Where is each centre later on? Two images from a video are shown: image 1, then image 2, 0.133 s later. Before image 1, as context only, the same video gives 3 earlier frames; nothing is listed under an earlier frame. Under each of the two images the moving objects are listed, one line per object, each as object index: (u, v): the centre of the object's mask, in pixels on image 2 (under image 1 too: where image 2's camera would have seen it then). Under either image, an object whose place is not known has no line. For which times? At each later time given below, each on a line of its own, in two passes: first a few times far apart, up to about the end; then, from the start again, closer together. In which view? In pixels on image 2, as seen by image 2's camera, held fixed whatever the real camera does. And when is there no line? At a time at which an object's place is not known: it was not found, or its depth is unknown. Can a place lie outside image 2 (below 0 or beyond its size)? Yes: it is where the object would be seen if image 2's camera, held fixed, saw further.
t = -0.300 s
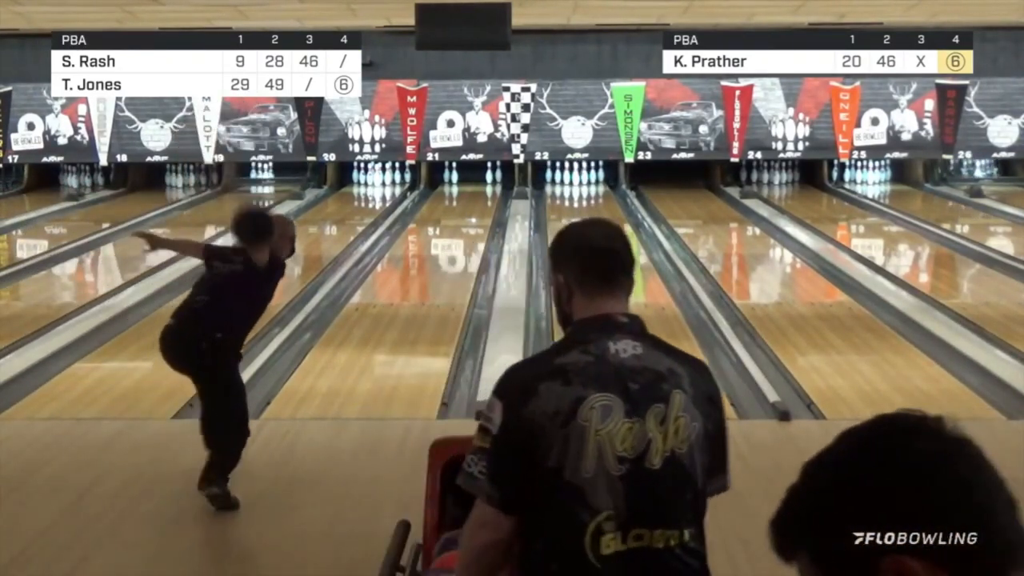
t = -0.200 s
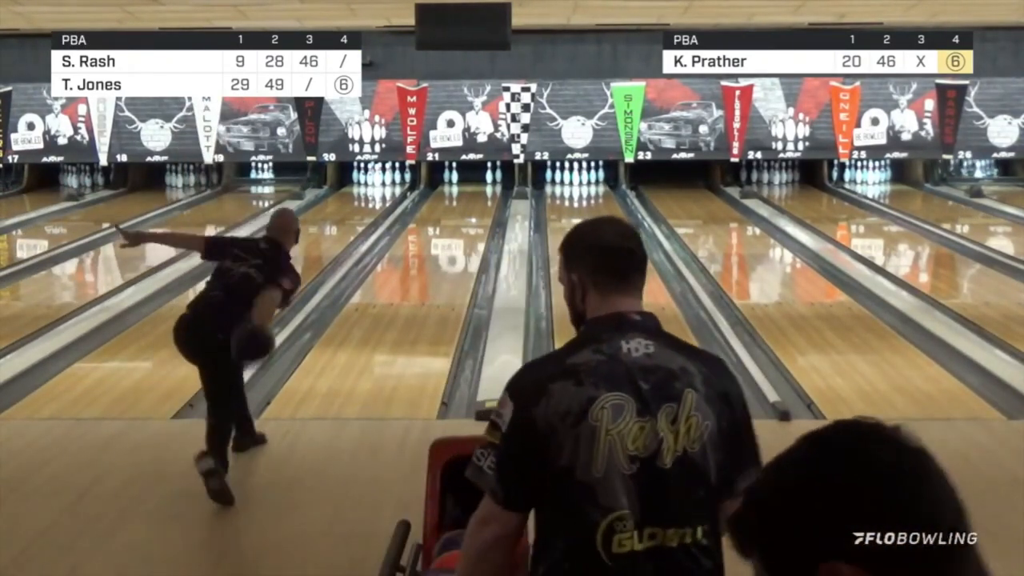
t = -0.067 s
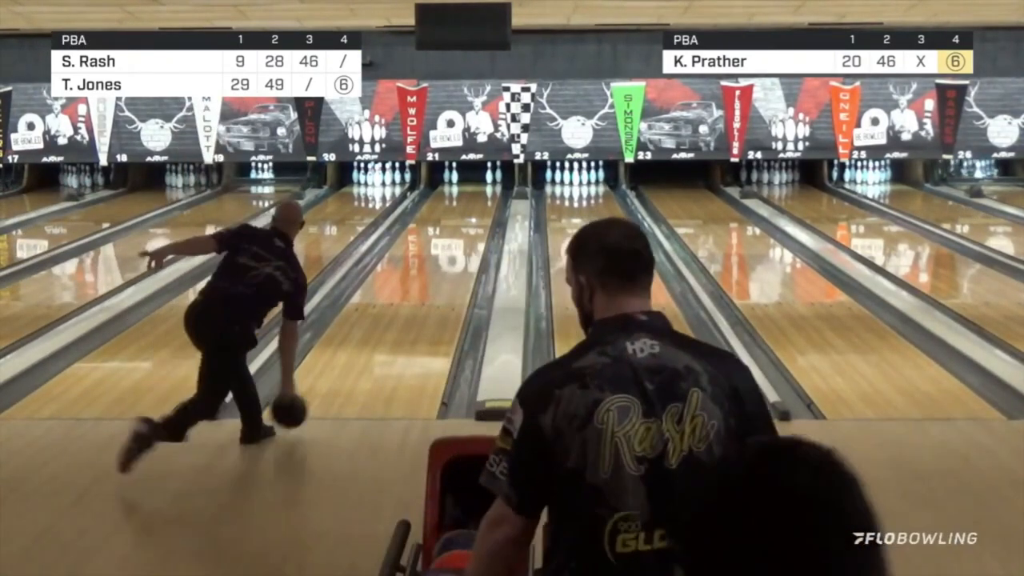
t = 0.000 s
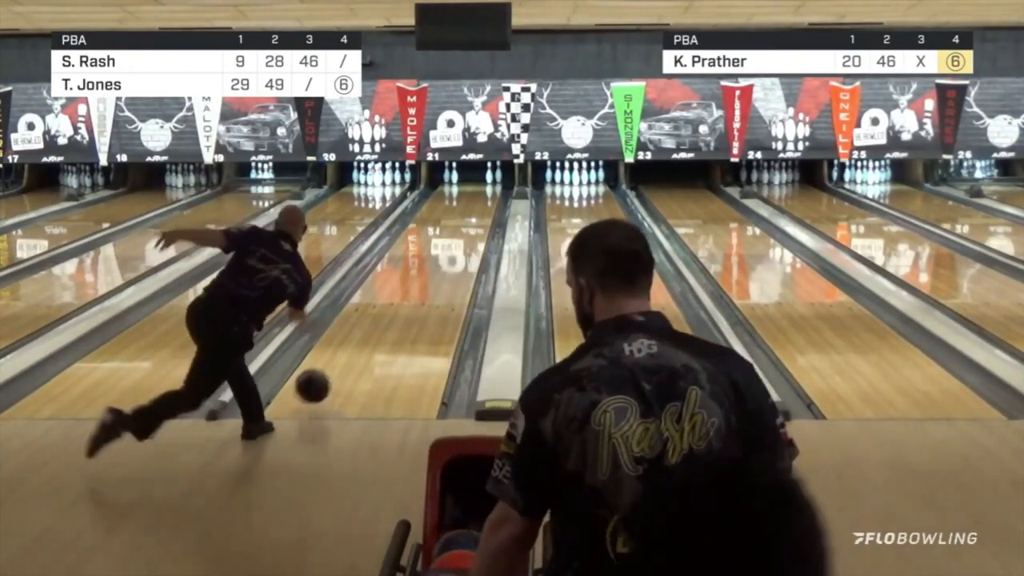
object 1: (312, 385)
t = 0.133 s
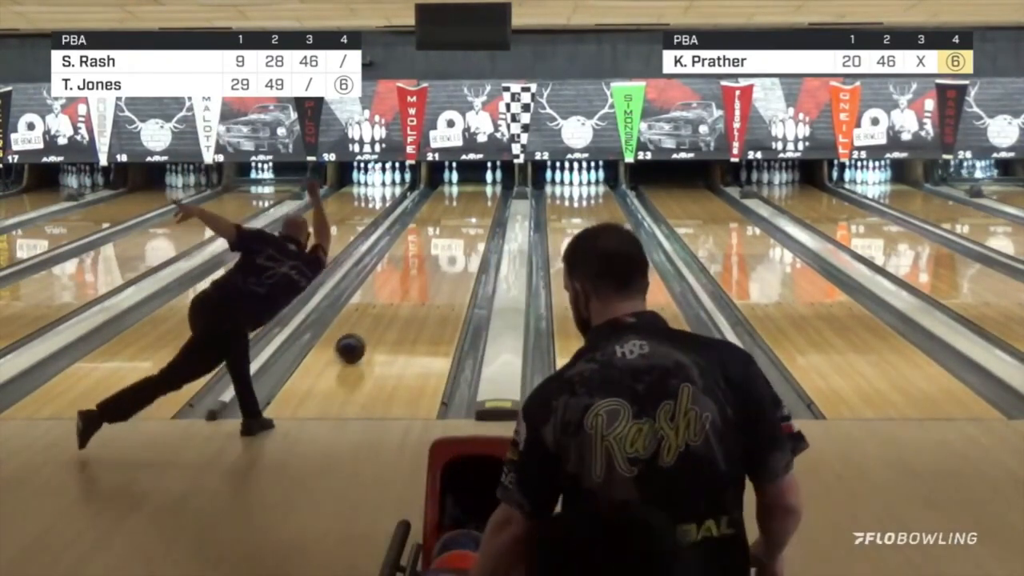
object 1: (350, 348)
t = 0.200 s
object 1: (365, 330)
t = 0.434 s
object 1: (406, 283)
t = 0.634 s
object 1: (431, 254)
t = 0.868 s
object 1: (452, 228)
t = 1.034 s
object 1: (465, 214)
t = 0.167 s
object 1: (358, 339)
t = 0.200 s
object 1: (365, 330)
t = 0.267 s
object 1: (379, 315)
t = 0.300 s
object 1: (385, 308)
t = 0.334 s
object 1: (391, 301)
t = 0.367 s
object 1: (396, 294)
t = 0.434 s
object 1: (406, 283)
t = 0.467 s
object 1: (411, 277)
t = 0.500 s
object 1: (416, 272)
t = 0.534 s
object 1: (420, 267)
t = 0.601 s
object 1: (427, 258)
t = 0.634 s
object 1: (431, 254)
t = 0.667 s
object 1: (434, 250)
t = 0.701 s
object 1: (438, 246)
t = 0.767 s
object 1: (444, 238)
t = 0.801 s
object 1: (447, 234)
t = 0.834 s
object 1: (450, 231)
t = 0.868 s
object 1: (452, 228)
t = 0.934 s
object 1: (458, 222)
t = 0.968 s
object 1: (460, 220)
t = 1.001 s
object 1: (462, 217)
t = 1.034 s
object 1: (465, 214)
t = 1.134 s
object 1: (471, 207)
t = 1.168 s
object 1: (473, 205)
